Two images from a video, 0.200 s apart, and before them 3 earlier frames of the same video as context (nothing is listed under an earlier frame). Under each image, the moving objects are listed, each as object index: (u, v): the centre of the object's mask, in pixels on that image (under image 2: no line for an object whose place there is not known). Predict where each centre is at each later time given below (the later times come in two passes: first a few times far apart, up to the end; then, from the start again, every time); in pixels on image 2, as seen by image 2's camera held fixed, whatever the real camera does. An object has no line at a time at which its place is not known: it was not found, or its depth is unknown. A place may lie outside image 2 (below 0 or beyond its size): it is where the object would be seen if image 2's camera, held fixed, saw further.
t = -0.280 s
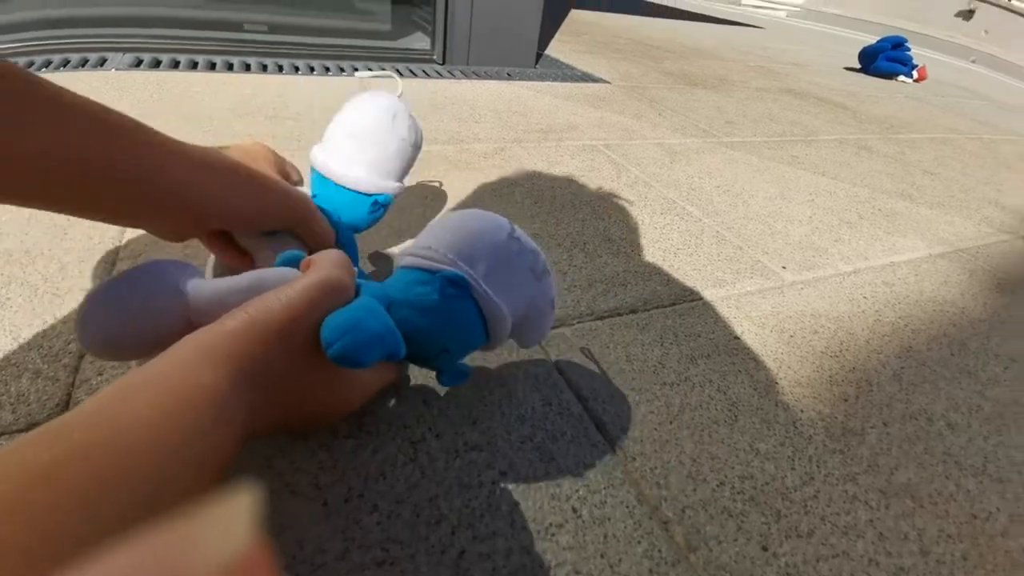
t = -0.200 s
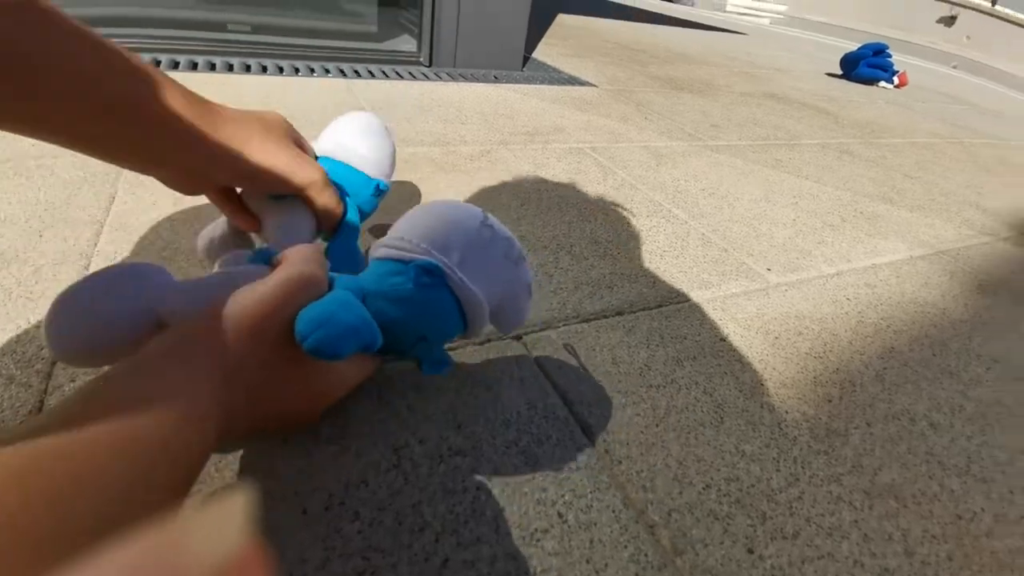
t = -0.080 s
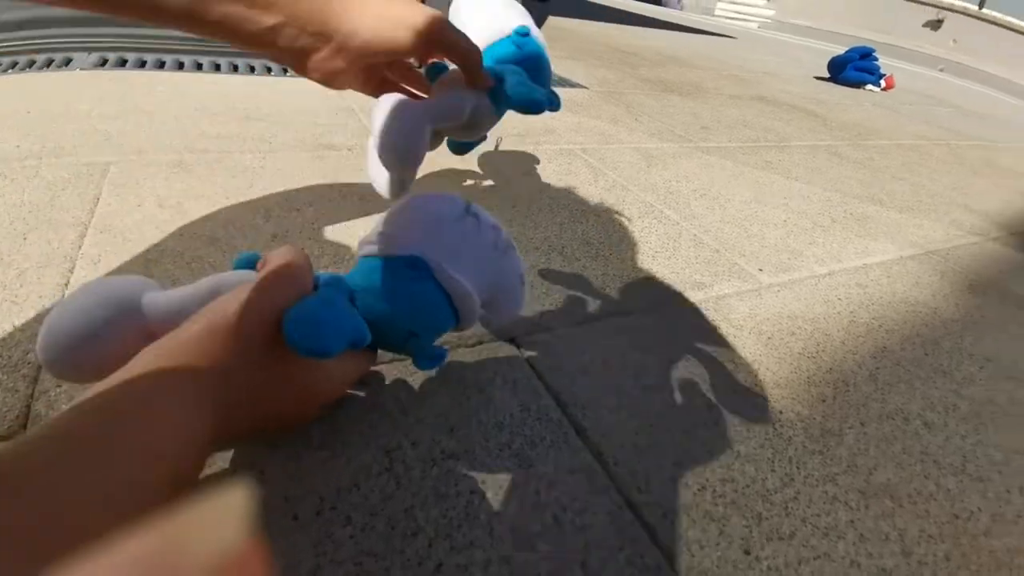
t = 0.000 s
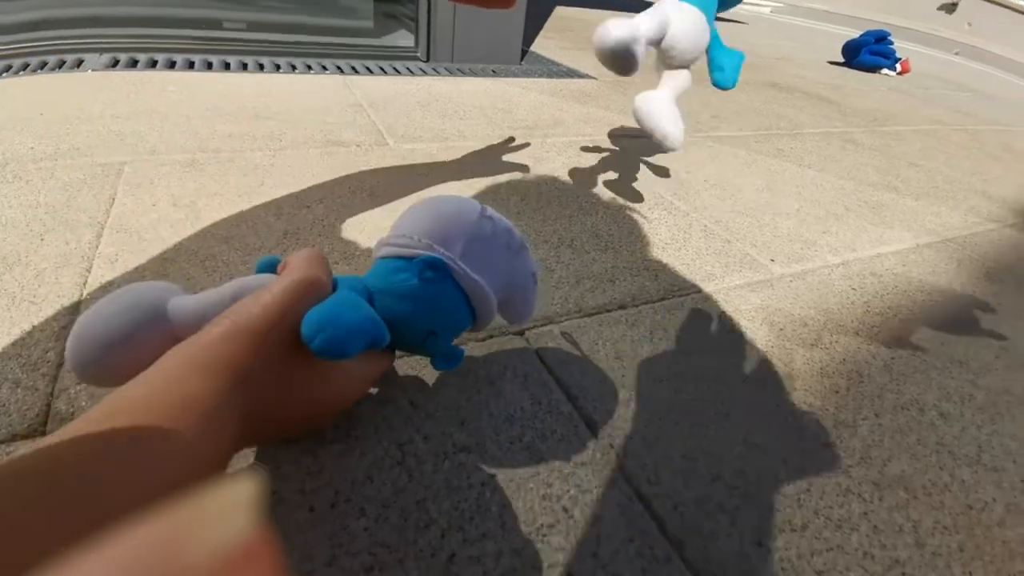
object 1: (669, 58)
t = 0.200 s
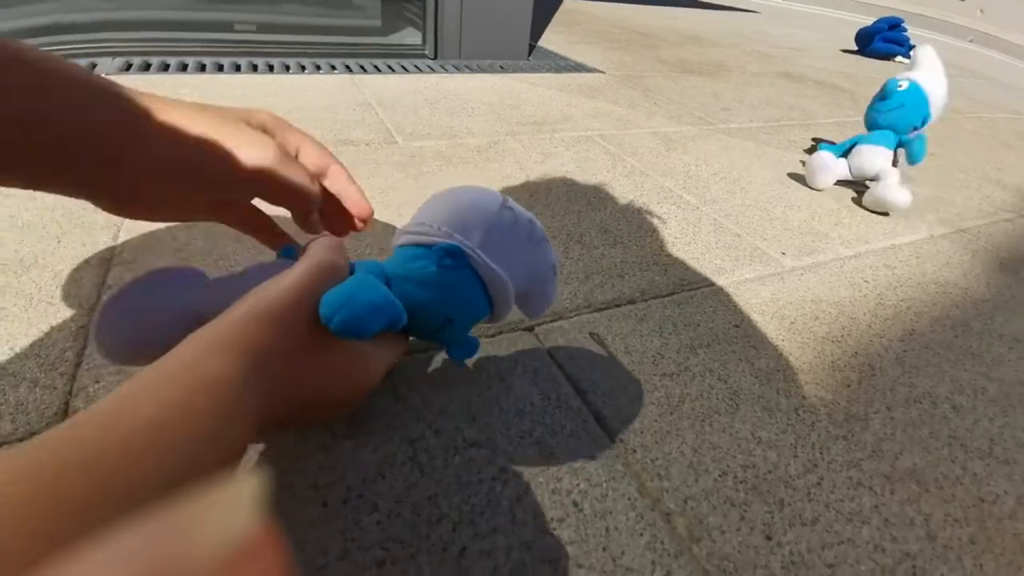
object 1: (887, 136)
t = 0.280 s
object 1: (907, 154)
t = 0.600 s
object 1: (943, 140)
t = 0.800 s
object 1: (952, 146)
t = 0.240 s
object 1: (897, 154)
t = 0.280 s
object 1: (907, 154)
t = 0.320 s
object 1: (919, 139)
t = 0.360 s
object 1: (925, 129)
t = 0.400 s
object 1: (929, 128)
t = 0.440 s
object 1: (932, 137)
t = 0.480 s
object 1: (933, 145)
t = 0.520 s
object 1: (938, 143)
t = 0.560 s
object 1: (940, 140)
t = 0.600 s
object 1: (943, 140)
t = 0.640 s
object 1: (945, 143)
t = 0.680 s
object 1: (949, 145)
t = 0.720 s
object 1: (949, 146)
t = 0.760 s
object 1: (952, 146)
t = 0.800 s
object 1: (952, 146)
